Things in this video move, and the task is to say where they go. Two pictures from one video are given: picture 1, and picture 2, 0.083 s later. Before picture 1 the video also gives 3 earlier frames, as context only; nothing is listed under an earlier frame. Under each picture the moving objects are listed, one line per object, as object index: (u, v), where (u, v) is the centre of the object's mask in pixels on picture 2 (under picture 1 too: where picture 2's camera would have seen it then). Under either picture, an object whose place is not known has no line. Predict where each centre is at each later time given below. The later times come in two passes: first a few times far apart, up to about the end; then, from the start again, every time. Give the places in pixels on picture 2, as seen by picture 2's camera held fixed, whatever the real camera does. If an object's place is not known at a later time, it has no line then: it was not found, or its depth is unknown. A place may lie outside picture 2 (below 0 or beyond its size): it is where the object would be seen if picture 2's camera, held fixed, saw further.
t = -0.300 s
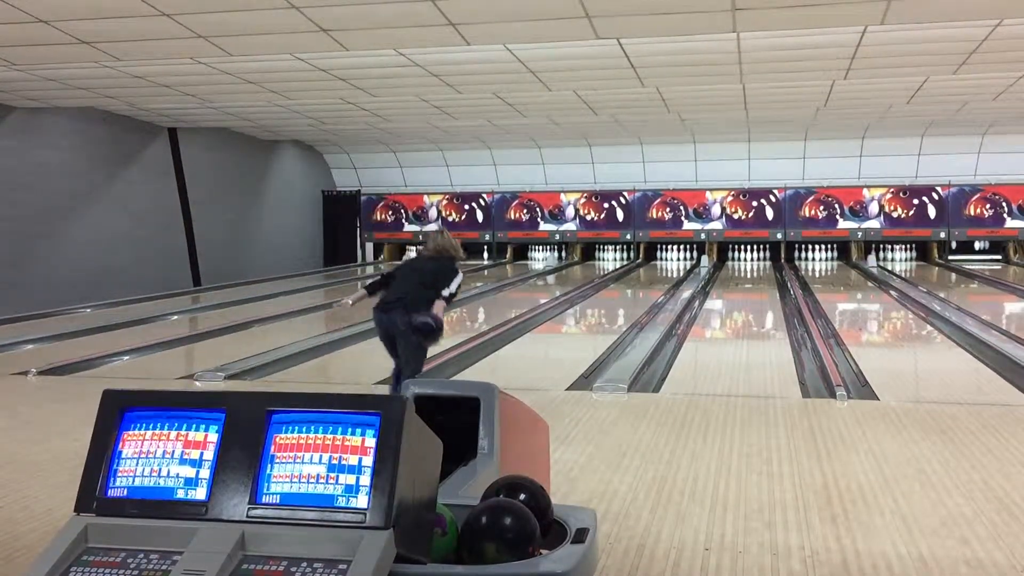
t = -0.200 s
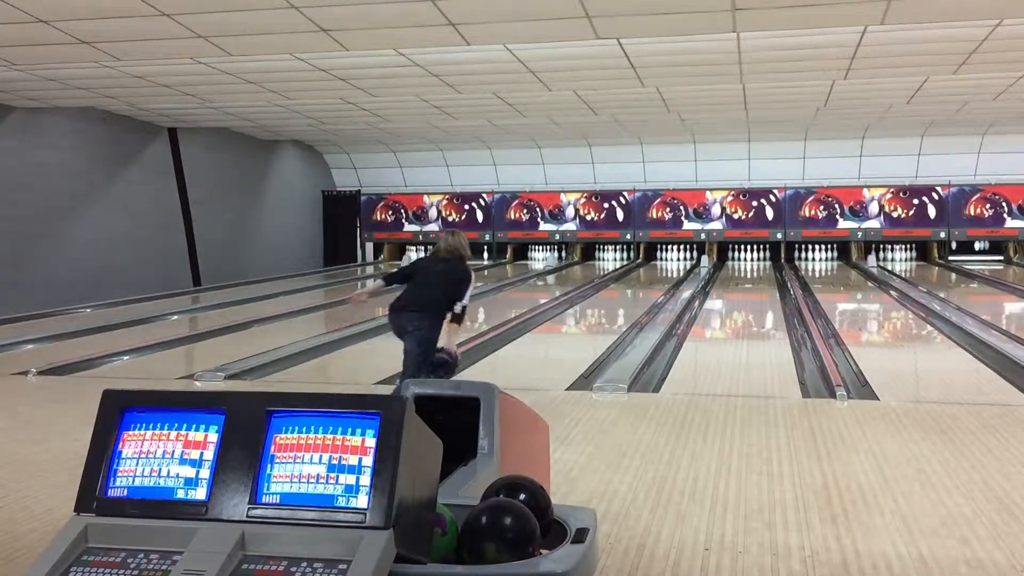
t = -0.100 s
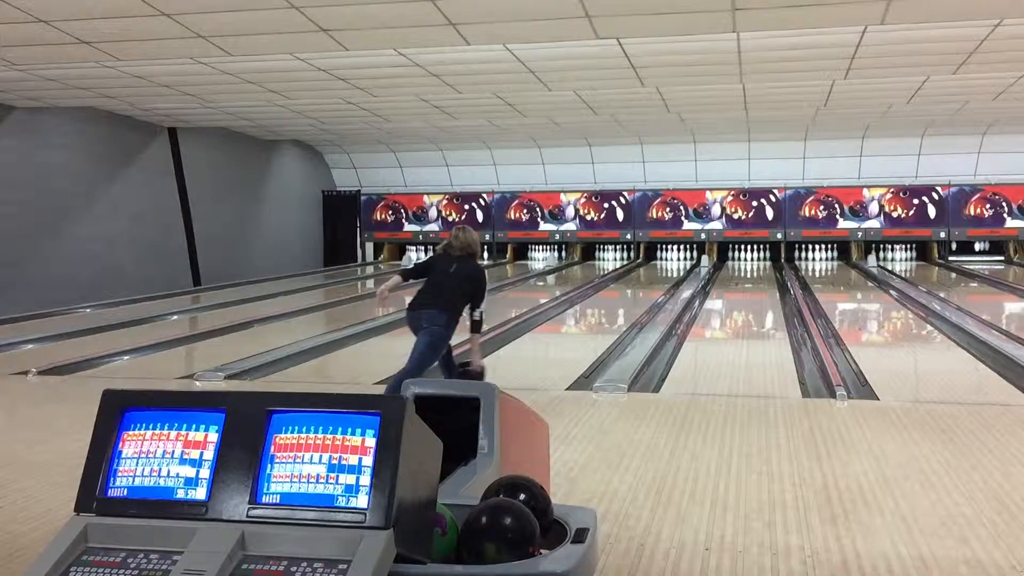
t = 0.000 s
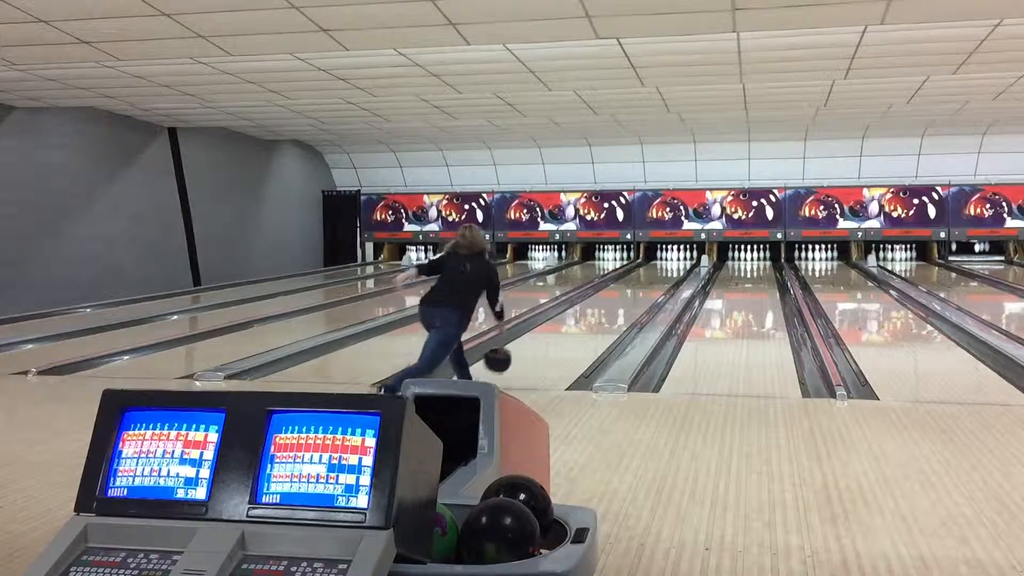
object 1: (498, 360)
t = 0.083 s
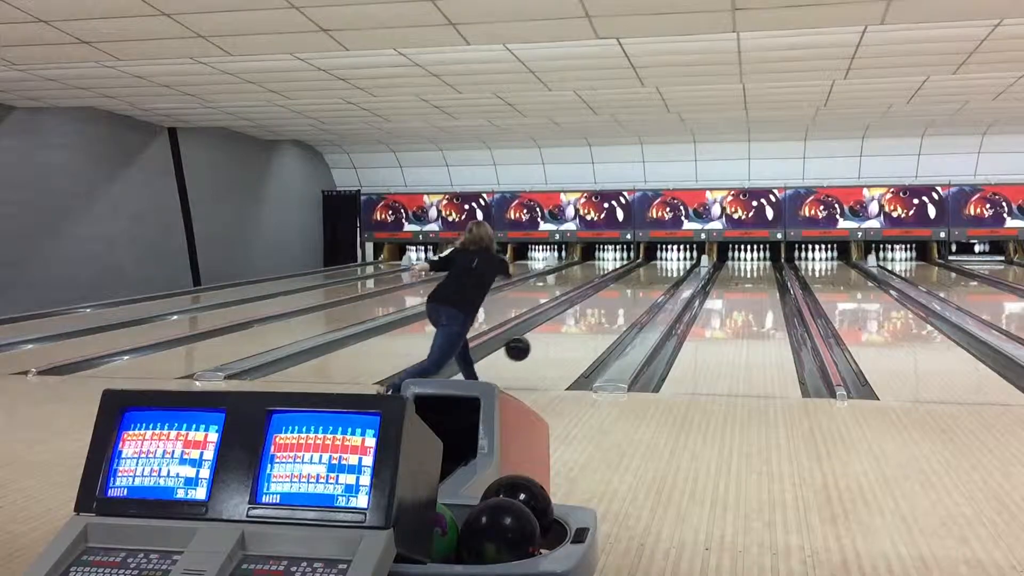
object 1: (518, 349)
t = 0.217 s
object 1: (544, 349)
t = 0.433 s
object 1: (577, 332)
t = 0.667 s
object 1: (603, 315)
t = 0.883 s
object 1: (621, 303)
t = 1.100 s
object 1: (635, 294)
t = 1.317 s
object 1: (647, 285)
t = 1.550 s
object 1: (657, 278)
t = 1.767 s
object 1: (665, 273)
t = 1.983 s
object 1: (671, 268)
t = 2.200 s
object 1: (674, 263)
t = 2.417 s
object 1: (676, 260)
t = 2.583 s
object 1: (676, 259)
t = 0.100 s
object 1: (521, 348)
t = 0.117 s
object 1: (525, 347)
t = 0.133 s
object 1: (528, 346)
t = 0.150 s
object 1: (531, 346)
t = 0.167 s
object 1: (535, 346)
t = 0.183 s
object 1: (538, 347)
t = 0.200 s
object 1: (541, 348)
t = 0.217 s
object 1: (544, 349)
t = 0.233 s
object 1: (547, 351)
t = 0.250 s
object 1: (550, 350)
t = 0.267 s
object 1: (553, 348)
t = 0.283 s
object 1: (555, 346)
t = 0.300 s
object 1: (558, 344)
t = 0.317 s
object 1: (561, 343)
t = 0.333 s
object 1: (563, 341)
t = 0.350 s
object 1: (566, 340)
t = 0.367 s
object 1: (568, 338)
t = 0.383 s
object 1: (570, 337)
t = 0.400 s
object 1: (572, 335)
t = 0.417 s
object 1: (575, 334)
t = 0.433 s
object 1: (577, 332)
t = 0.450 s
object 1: (579, 331)
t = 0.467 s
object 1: (581, 330)
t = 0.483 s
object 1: (583, 328)
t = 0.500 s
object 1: (585, 327)
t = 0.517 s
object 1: (587, 325)
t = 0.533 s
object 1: (589, 324)
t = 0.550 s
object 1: (591, 323)
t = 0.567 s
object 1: (593, 322)
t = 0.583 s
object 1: (595, 320)
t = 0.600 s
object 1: (596, 319)
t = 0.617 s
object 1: (598, 318)
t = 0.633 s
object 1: (599, 317)
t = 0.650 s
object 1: (601, 316)
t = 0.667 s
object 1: (603, 315)
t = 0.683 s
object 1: (604, 314)
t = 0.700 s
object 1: (606, 313)
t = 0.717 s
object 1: (607, 312)
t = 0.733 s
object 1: (609, 311)
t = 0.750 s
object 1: (610, 310)
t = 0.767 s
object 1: (611, 309)
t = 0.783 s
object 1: (613, 309)
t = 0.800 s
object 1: (614, 308)
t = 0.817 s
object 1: (616, 307)
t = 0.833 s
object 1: (617, 306)
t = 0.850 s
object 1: (618, 305)
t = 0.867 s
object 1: (620, 304)
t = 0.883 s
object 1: (621, 303)
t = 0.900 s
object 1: (622, 303)
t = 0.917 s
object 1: (623, 302)
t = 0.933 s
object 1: (625, 301)
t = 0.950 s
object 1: (626, 300)
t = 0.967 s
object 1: (627, 299)
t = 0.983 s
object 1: (628, 299)
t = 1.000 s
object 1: (629, 298)
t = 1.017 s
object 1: (630, 297)
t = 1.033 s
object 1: (631, 297)
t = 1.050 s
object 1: (632, 296)
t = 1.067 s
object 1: (633, 295)
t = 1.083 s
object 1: (634, 295)
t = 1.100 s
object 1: (635, 294)
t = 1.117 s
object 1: (637, 293)
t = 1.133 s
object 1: (637, 292)
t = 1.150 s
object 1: (638, 292)
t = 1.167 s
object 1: (639, 291)
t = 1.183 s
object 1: (640, 290)
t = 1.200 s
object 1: (641, 290)
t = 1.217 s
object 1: (642, 289)
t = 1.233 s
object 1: (643, 288)
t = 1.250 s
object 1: (643, 288)
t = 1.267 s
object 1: (644, 287)
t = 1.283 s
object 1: (645, 287)
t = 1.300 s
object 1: (646, 286)
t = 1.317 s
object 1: (647, 285)
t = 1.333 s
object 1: (648, 285)
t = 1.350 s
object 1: (649, 284)
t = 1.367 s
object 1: (649, 284)
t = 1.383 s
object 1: (650, 283)
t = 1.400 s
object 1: (651, 282)
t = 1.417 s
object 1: (652, 282)
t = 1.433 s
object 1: (652, 282)
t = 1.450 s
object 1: (653, 281)
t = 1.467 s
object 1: (654, 280)
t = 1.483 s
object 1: (654, 280)
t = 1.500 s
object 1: (655, 279)
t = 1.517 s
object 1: (656, 279)
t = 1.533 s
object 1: (656, 278)
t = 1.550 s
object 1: (657, 278)
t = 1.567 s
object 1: (657, 278)
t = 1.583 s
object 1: (658, 277)
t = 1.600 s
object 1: (659, 277)
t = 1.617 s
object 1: (659, 276)
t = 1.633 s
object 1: (660, 276)
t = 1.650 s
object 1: (661, 275)
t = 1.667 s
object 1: (662, 275)
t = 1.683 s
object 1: (662, 274)
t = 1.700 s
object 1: (662, 274)
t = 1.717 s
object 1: (663, 274)
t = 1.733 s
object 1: (664, 273)
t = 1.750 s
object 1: (664, 273)
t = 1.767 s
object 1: (665, 273)
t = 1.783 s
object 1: (665, 272)
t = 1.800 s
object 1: (666, 272)
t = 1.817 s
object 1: (666, 272)
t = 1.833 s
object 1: (667, 271)
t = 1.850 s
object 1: (667, 271)
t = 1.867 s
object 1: (667, 270)
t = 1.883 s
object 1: (668, 270)
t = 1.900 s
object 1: (669, 270)
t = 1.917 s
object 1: (669, 269)
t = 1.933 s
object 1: (669, 269)
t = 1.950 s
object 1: (670, 268)
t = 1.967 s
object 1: (670, 268)
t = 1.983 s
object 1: (671, 268)
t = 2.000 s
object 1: (671, 267)
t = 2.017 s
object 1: (671, 267)
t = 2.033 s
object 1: (671, 267)
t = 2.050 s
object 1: (672, 267)
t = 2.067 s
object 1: (672, 266)
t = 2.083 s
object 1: (673, 266)
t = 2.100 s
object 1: (673, 265)
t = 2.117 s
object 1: (673, 265)
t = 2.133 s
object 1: (673, 265)
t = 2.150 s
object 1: (674, 264)
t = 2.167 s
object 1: (674, 264)
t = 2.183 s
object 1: (674, 264)
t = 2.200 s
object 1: (674, 263)
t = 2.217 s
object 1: (674, 263)
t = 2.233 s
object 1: (675, 262)
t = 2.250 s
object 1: (675, 262)
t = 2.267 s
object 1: (675, 262)
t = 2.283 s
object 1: (675, 262)
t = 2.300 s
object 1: (675, 262)
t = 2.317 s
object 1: (675, 262)
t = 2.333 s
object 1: (675, 262)
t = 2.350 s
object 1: (676, 261)
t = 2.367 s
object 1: (676, 261)
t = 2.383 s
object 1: (676, 261)
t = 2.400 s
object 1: (676, 261)
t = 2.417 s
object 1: (676, 260)
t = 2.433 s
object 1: (676, 260)
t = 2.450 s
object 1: (676, 260)
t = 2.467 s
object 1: (676, 260)
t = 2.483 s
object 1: (676, 259)
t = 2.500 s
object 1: (676, 259)
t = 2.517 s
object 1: (676, 259)
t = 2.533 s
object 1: (676, 259)
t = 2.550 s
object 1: (676, 259)
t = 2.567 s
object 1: (676, 259)
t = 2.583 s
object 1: (676, 259)
